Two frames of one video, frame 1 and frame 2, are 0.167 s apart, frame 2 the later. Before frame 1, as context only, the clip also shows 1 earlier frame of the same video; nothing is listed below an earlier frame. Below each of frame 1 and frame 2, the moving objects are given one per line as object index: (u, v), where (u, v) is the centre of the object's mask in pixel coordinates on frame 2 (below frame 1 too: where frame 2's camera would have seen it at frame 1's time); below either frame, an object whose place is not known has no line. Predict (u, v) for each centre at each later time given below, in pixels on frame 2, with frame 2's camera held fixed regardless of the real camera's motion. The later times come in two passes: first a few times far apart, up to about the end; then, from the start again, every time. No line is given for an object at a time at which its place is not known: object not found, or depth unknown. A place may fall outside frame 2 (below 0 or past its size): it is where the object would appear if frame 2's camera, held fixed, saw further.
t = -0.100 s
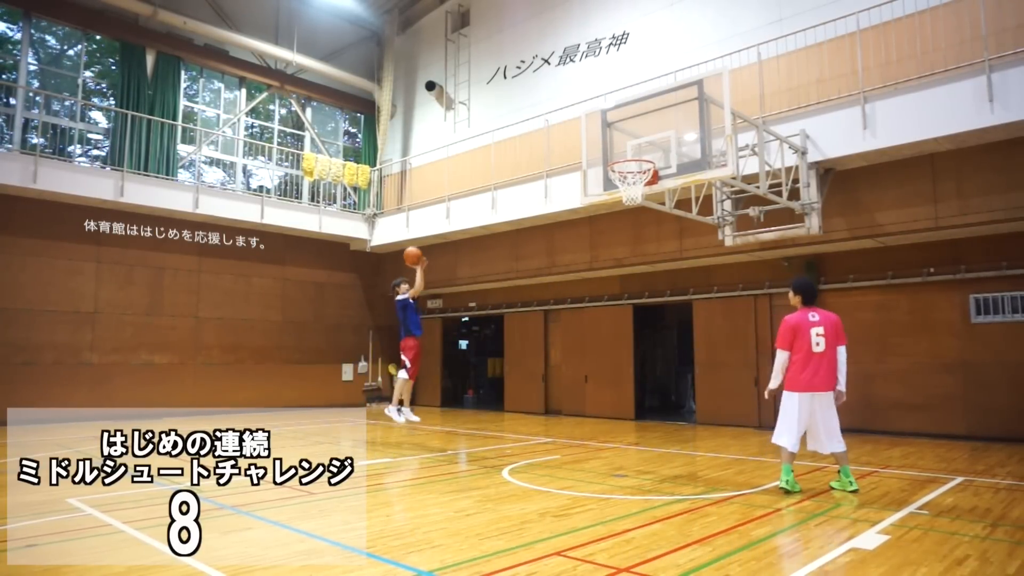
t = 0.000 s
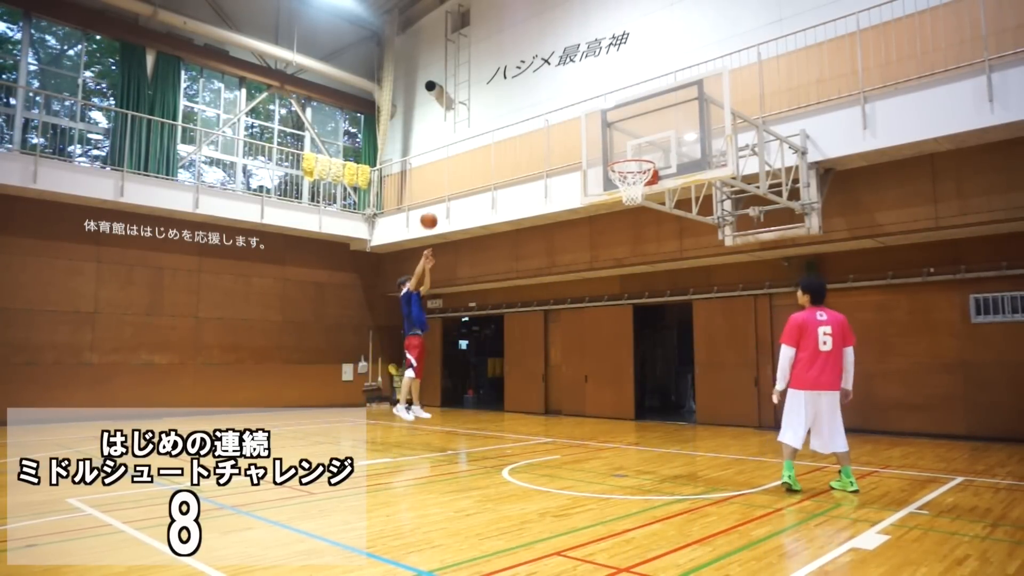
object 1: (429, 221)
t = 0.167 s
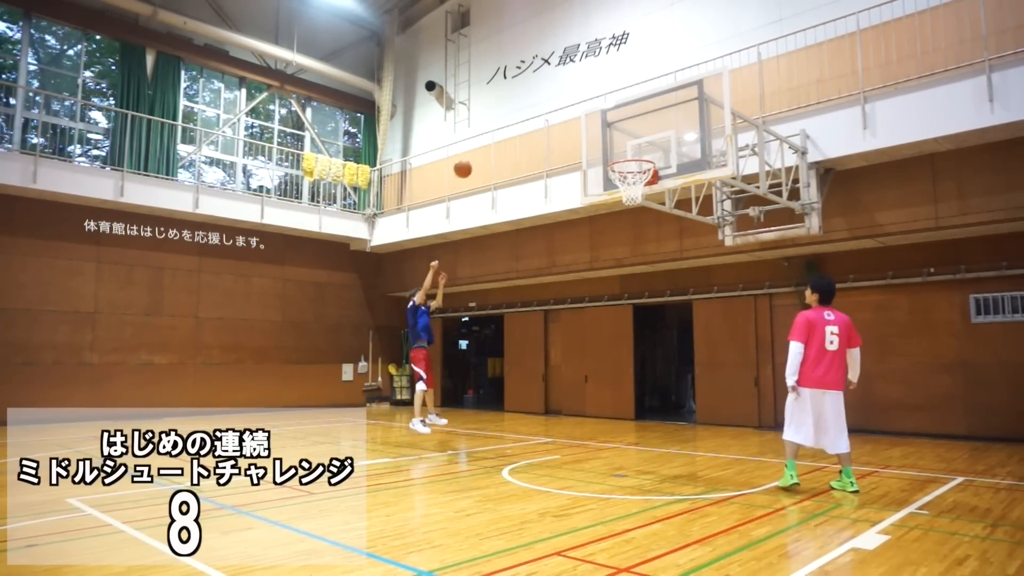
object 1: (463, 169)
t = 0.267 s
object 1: (484, 146)
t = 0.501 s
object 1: (536, 121)
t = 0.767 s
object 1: (605, 147)
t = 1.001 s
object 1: (644, 187)
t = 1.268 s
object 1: (644, 247)
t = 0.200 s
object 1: (469, 161)
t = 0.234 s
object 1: (476, 154)
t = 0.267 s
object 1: (484, 146)
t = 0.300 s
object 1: (491, 140)
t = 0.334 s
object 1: (498, 136)
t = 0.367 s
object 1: (505, 131)
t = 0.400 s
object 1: (513, 127)
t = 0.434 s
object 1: (520, 124)
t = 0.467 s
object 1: (528, 122)
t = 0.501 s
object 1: (536, 121)
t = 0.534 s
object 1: (544, 121)
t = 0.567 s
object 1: (552, 121)
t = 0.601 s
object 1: (560, 123)
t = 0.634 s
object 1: (569, 125)
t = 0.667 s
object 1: (578, 129)
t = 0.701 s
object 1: (587, 133)
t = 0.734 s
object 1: (596, 139)
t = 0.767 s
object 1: (605, 147)
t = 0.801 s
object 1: (614, 153)
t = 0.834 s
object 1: (624, 163)
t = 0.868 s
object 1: (635, 170)
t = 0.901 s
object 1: (644, 182)
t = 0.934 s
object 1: (644, 187)
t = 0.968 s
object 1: (645, 185)
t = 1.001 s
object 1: (644, 187)
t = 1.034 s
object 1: (644, 190)
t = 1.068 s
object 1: (644, 195)
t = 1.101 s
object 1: (644, 200)
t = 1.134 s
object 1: (643, 208)
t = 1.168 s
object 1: (643, 216)
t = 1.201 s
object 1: (644, 225)
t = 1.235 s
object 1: (644, 236)
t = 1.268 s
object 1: (644, 247)
